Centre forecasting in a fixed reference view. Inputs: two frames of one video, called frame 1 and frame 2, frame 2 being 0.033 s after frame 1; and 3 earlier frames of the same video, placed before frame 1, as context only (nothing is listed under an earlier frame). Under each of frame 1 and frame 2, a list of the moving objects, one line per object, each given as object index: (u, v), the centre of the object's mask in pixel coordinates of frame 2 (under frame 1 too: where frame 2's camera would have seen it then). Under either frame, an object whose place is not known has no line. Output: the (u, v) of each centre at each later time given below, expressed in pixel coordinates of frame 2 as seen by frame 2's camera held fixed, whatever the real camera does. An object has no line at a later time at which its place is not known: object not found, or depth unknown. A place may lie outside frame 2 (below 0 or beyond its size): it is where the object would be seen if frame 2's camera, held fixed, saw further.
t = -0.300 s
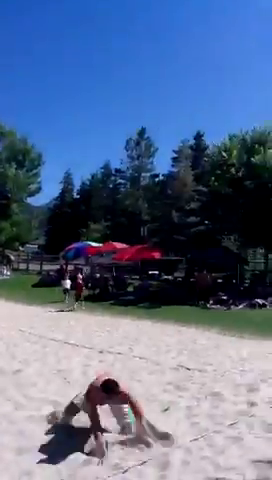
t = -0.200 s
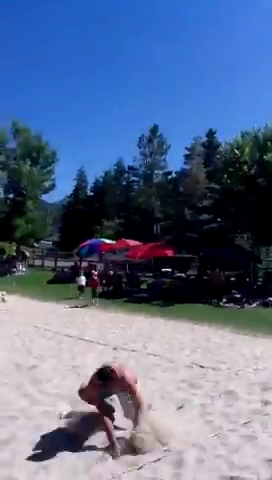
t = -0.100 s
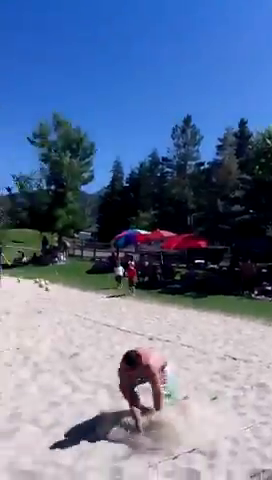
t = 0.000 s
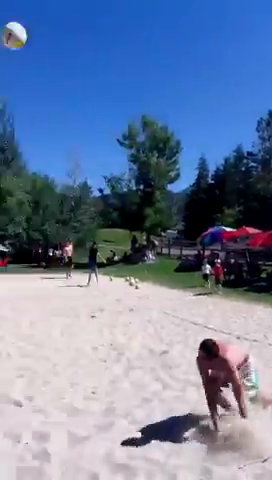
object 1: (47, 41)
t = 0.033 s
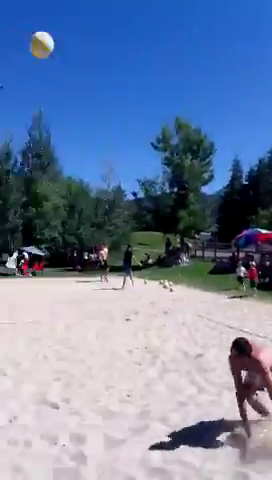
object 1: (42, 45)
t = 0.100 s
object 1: (19, 51)
